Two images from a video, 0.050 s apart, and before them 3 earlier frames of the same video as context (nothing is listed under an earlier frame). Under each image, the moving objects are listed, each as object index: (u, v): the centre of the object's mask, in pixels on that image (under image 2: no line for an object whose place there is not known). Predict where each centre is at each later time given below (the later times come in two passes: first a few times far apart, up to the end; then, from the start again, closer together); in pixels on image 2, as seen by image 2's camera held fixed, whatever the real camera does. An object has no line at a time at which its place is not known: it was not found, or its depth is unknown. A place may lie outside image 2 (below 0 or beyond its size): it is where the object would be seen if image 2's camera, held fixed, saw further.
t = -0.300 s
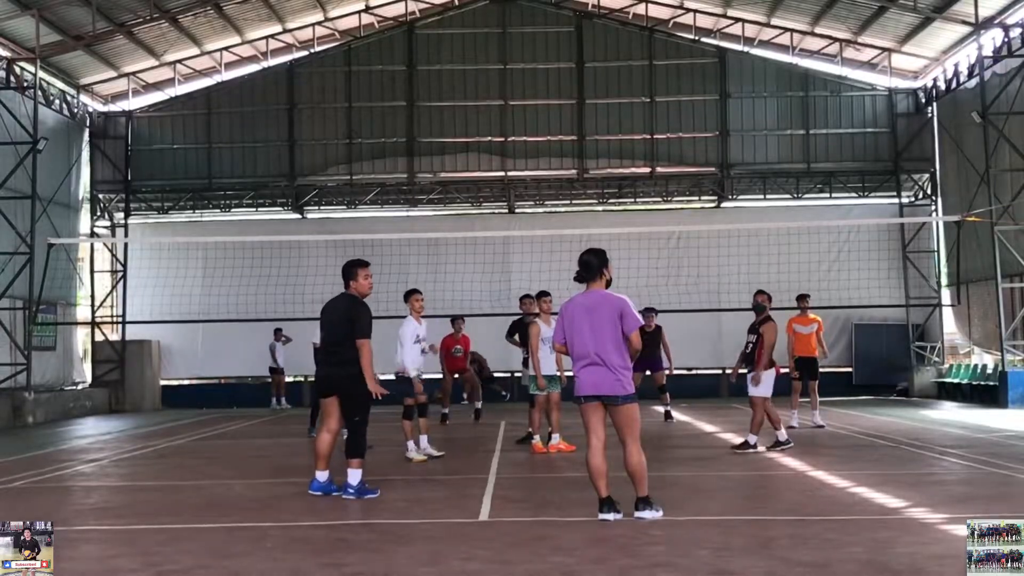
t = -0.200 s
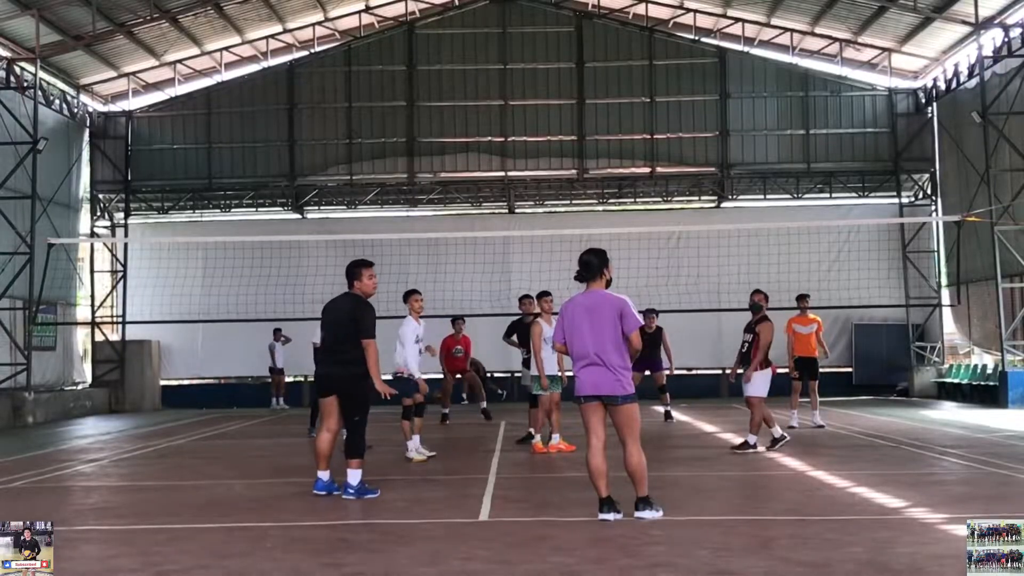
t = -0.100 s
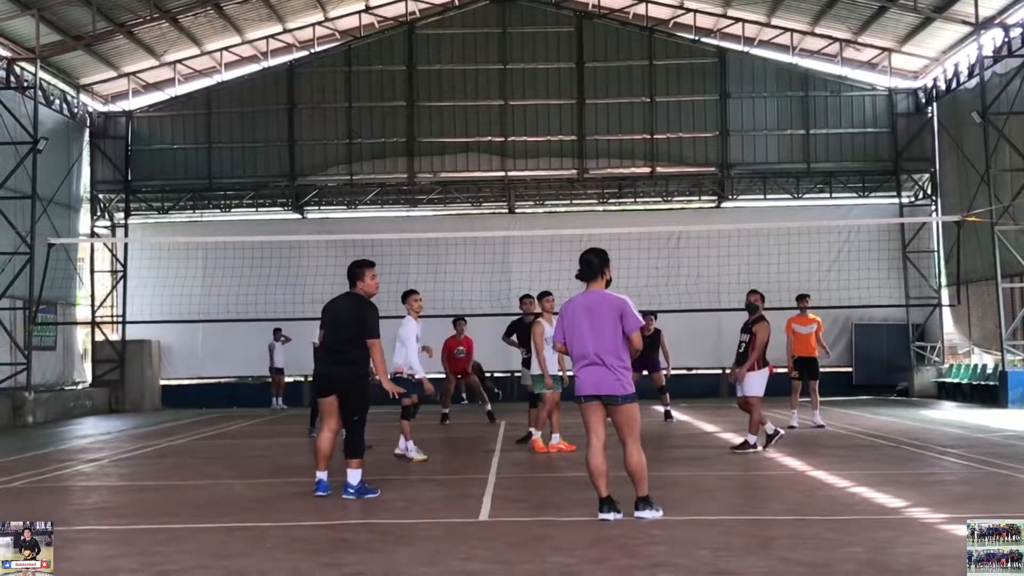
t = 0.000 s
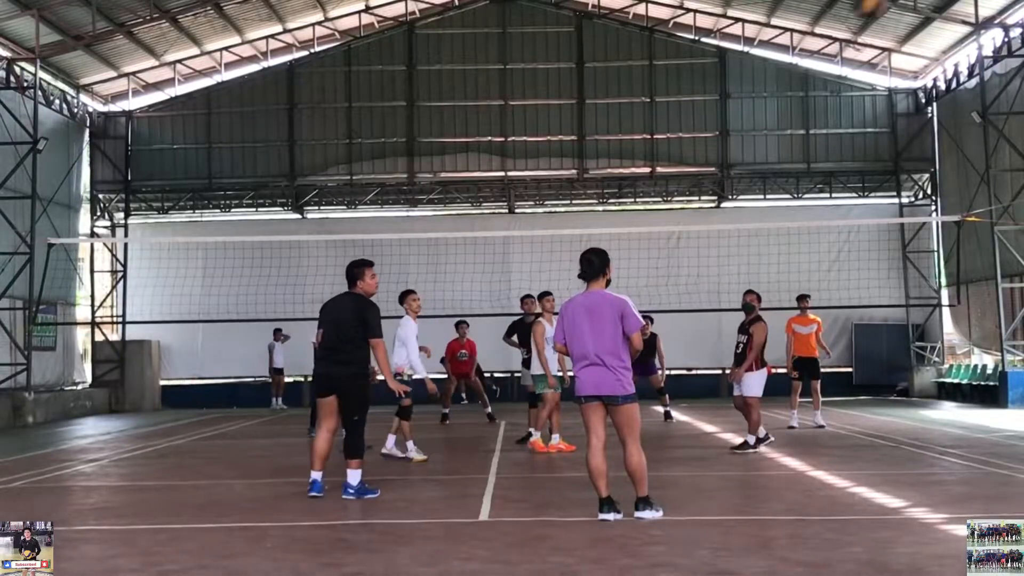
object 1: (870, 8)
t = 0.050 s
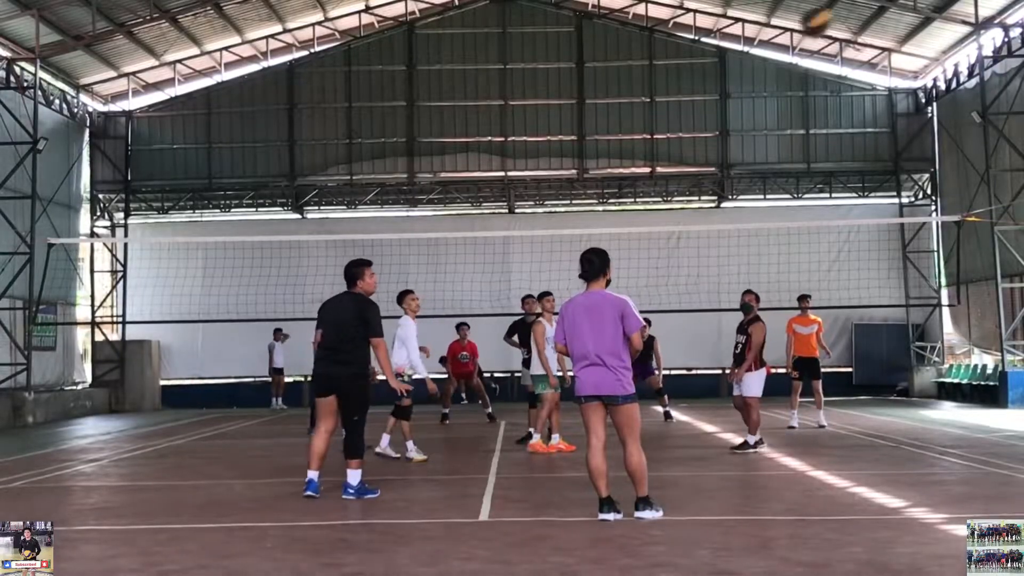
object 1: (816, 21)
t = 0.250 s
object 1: (668, 114)
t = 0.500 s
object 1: (559, 224)
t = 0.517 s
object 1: (553, 234)
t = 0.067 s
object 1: (800, 30)
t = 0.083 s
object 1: (785, 37)
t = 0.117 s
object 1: (756, 54)
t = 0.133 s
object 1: (743, 62)
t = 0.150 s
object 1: (733, 68)
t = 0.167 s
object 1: (720, 76)
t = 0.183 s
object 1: (708, 83)
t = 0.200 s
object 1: (697, 91)
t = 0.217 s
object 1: (687, 98)
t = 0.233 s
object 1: (678, 107)
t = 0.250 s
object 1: (668, 114)
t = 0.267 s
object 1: (660, 123)
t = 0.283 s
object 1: (648, 130)
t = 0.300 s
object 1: (641, 138)
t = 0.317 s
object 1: (635, 145)
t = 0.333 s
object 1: (624, 154)
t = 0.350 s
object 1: (620, 161)
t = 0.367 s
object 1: (611, 168)
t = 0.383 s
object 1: (605, 177)
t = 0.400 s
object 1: (598, 184)
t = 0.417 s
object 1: (592, 191)
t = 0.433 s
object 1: (584, 199)
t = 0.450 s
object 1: (577, 205)
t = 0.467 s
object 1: (571, 213)
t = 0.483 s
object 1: (564, 220)
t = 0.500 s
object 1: (559, 224)
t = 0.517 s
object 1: (553, 234)
